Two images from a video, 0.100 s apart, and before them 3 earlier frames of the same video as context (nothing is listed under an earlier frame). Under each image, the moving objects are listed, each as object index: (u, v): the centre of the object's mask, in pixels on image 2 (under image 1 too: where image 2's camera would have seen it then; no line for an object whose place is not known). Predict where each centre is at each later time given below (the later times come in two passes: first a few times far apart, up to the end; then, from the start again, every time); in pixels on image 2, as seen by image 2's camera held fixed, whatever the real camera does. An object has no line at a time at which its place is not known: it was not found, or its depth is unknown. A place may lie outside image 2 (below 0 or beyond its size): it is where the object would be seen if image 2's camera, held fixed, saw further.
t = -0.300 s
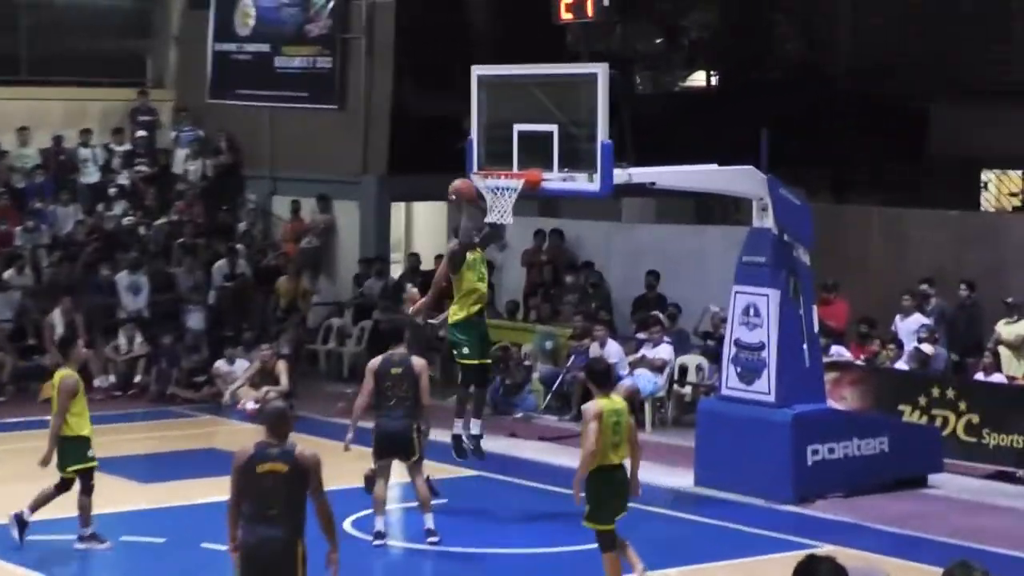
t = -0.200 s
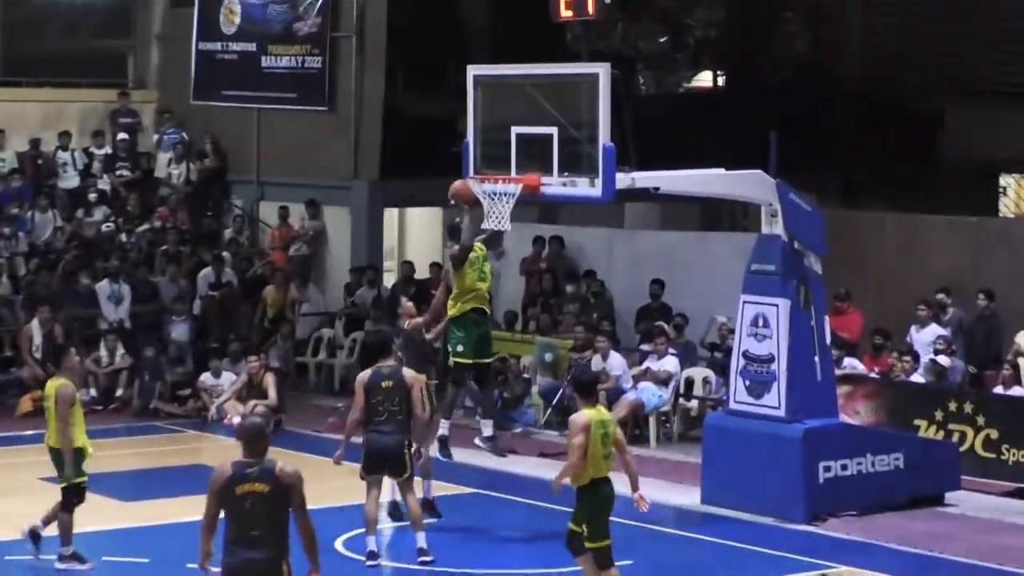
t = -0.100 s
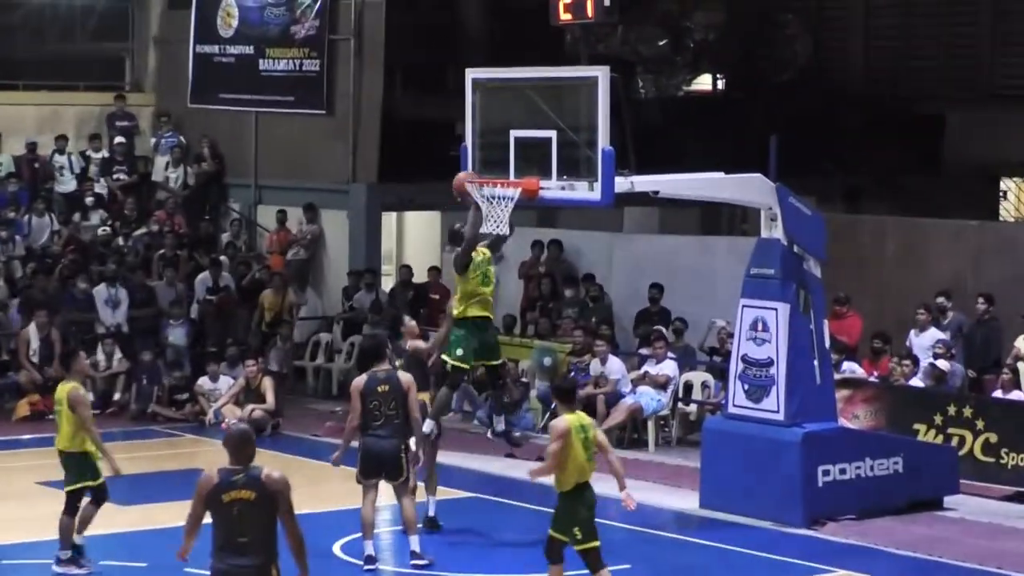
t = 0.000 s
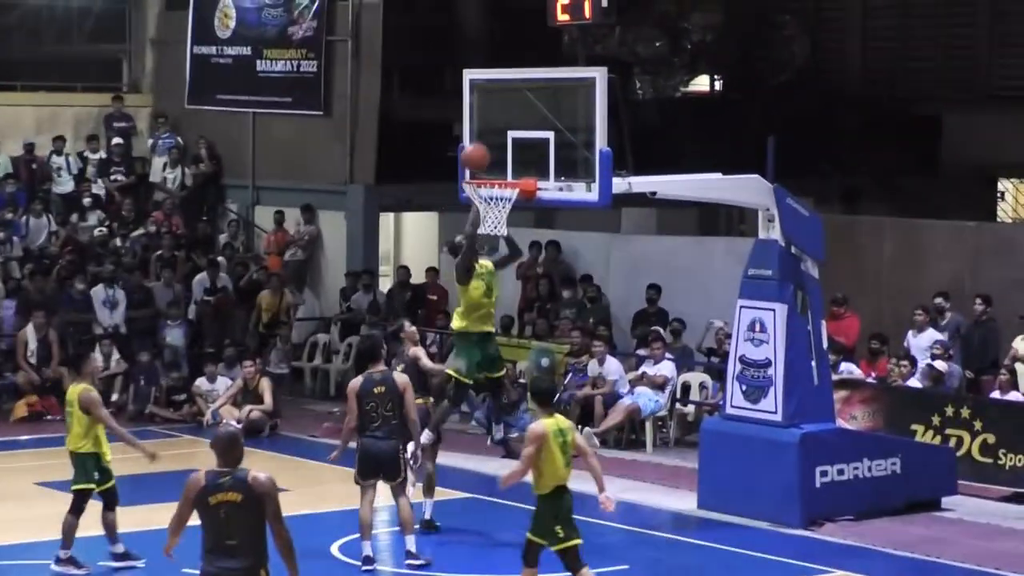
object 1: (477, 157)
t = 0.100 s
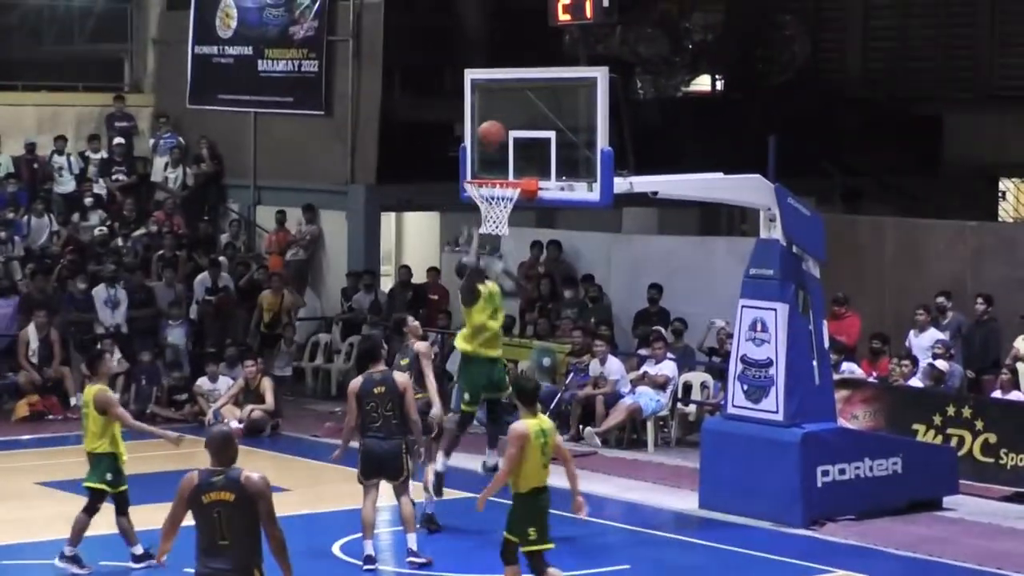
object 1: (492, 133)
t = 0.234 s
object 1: (510, 122)
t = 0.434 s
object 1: (532, 141)
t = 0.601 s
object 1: (535, 187)
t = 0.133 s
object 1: (496, 129)
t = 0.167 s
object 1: (500, 125)
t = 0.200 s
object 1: (505, 123)
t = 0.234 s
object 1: (510, 122)
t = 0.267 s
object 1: (515, 122)
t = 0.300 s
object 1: (520, 123)
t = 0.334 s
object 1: (525, 125)
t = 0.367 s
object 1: (530, 130)
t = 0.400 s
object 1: (531, 135)
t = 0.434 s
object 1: (532, 141)
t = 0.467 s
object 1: (533, 148)
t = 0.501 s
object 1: (534, 156)
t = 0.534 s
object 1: (535, 165)
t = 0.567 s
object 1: (536, 175)
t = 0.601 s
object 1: (535, 187)
